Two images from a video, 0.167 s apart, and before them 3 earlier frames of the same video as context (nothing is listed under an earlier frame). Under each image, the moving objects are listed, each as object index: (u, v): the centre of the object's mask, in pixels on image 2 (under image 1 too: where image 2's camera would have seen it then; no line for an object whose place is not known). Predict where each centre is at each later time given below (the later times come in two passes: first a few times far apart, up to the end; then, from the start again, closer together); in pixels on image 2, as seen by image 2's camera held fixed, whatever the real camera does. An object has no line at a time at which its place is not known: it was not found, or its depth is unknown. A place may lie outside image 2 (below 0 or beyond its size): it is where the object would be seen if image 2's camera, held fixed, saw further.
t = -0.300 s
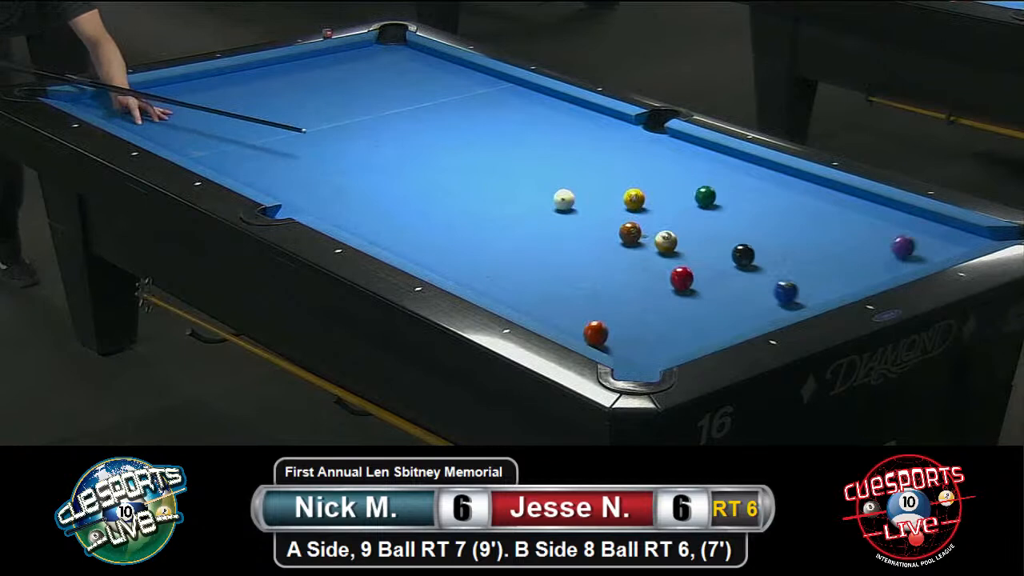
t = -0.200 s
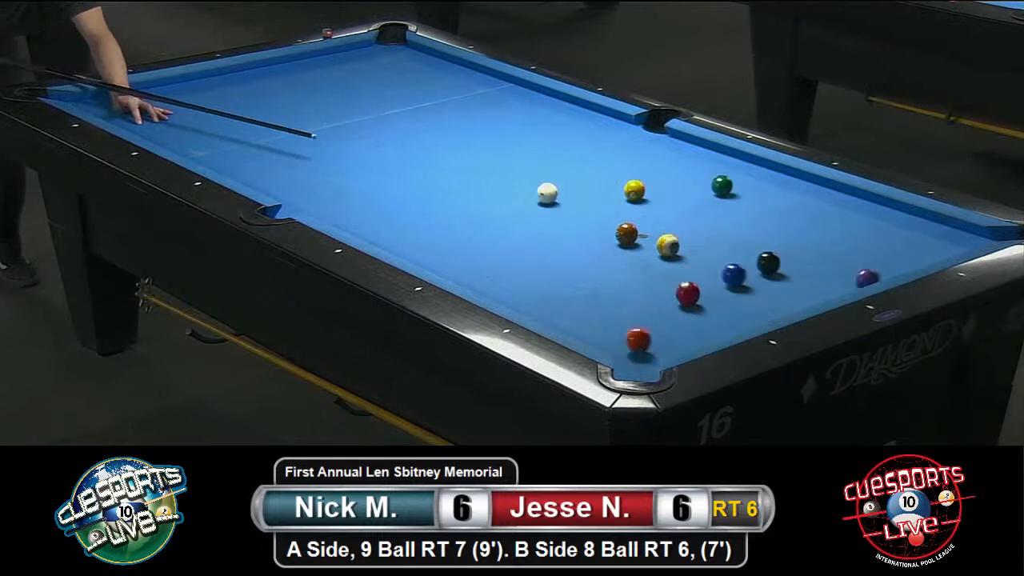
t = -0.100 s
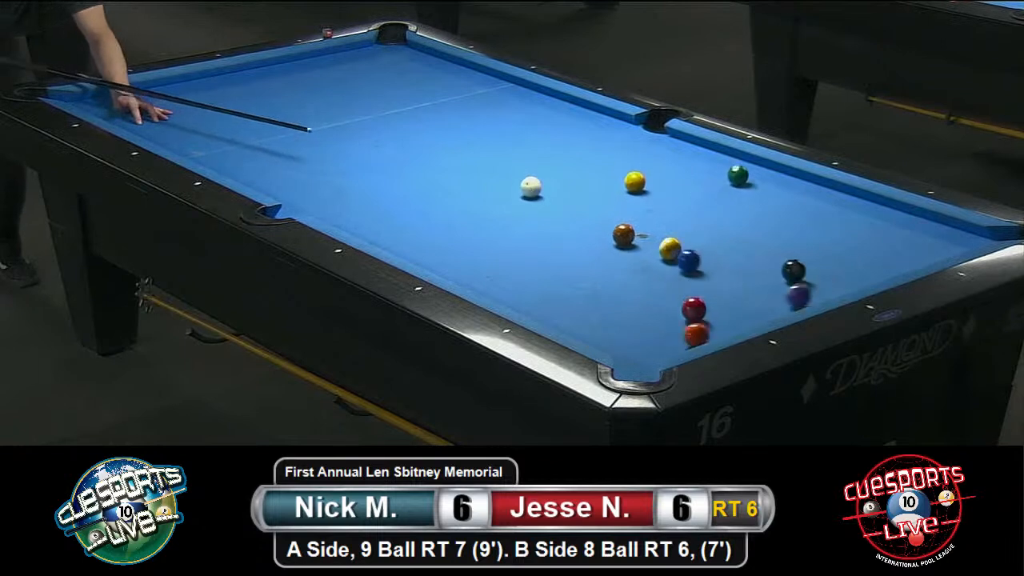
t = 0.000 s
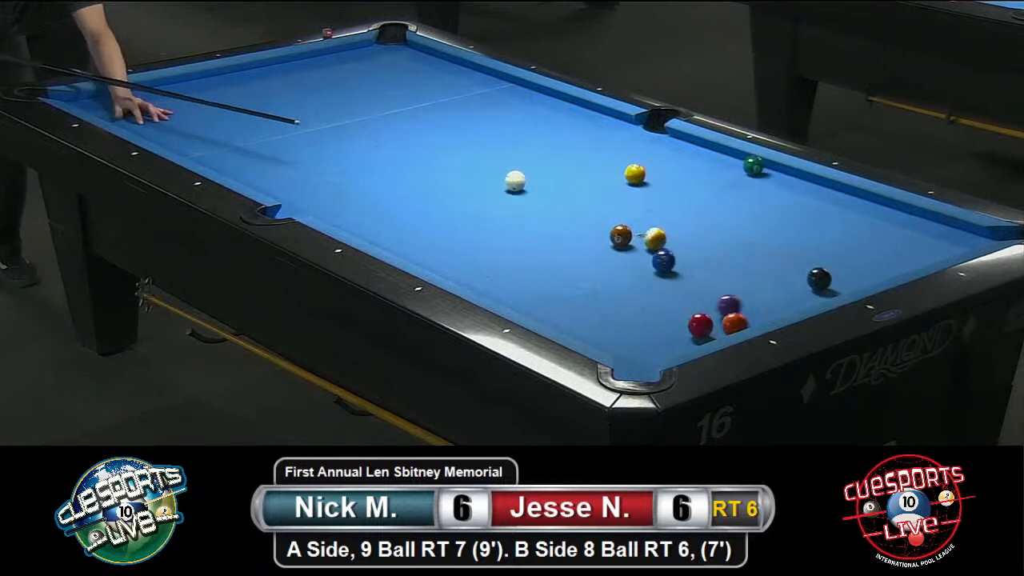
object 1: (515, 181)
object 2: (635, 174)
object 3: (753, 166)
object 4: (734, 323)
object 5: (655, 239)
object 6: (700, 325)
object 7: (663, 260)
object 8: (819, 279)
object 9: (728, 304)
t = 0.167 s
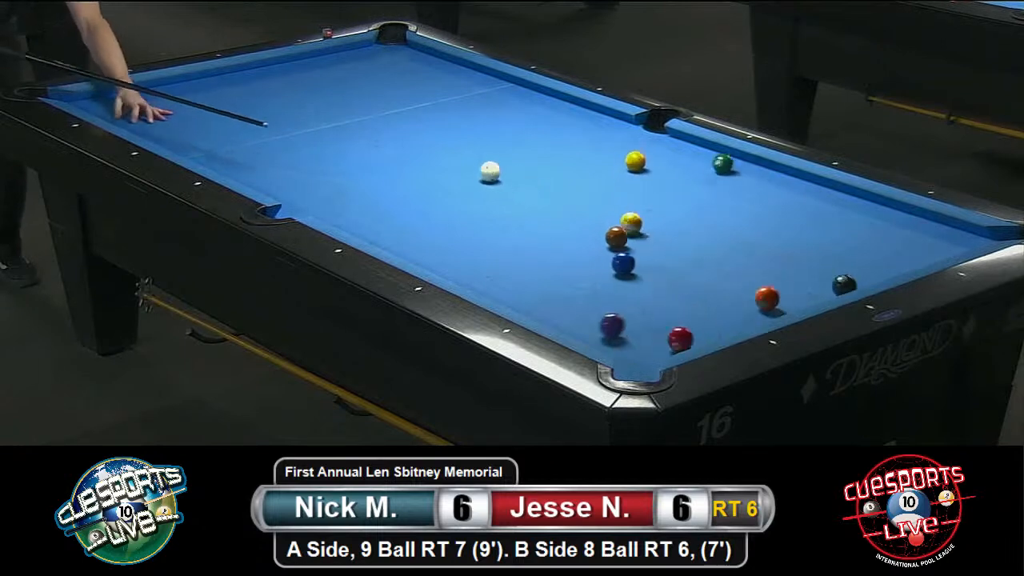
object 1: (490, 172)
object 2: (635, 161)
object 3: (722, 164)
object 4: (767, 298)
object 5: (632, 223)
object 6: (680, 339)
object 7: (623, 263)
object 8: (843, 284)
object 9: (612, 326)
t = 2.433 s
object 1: (254, 77)
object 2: (656, 149)
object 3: (311, 107)
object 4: (391, 163)
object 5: (338, 162)
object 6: (534, 197)
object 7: (482, 214)
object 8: (804, 245)
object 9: (412, 64)
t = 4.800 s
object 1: (297, 95)
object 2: (656, 155)
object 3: (219, 100)
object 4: (159, 135)
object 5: (205, 117)
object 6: (511, 116)
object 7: (522, 175)
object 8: (802, 244)
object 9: (368, 104)
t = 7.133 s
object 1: (307, 99)
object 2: (656, 155)
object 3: (258, 111)
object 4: (159, 127)
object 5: (202, 109)
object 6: (506, 92)
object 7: (524, 173)
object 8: (802, 244)
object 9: (397, 142)
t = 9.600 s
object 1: (307, 99)
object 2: (656, 155)
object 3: (257, 110)
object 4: (159, 127)
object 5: (202, 109)
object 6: (506, 92)
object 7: (524, 173)
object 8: (802, 244)
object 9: (401, 146)
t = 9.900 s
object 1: (307, 99)
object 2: (656, 155)
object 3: (258, 110)
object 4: (159, 127)
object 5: (202, 109)
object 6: (506, 91)
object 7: (524, 173)
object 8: (802, 244)
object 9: (402, 146)
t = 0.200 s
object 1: (485, 170)
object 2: (635, 159)
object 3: (714, 164)
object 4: (773, 293)
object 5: (627, 221)
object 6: (670, 340)
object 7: (615, 263)
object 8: (839, 284)
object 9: (588, 330)
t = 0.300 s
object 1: (471, 164)
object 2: (636, 152)
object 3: (688, 165)
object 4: (791, 278)
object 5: (614, 213)
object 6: (638, 338)
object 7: (591, 264)
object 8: (826, 279)
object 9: (573, 315)
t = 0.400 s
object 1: (457, 159)
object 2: (636, 145)
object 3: (663, 165)
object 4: (802, 261)
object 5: (601, 205)
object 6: (607, 337)
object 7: (567, 264)
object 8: (821, 275)
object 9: (580, 291)
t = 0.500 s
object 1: (443, 154)
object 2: (636, 138)
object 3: (638, 166)
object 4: (810, 246)
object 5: (589, 197)
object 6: (578, 333)
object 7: (543, 265)
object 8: (819, 273)
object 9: (582, 271)
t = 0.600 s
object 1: (430, 149)
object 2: (636, 132)
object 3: (613, 166)
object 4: (817, 230)
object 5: (578, 190)
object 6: (573, 326)
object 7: (520, 266)
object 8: (818, 270)
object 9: (584, 252)
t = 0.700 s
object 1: (418, 144)
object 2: (636, 125)
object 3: (589, 167)
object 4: (824, 216)
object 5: (567, 184)
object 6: (570, 318)
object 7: (497, 266)
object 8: (817, 268)
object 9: (580, 235)
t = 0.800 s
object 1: (406, 139)
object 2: (637, 120)
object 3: (567, 165)
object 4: (831, 202)
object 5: (556, 176)
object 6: (567, 309)
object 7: (474, 267)
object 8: (816, 265)
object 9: (571, 219)
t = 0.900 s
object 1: (394, 134)
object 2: (643, 123)
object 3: (547, 160)
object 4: (836, 189)
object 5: (542, 174)
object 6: (565, 300)
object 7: (452, 268)
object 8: (815, 263)
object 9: (563, 204)
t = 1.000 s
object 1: (383, 130)
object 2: (649, 125)
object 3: (527, 156)
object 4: (807, 186)
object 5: (526, 173)
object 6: (562, 291)
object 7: (431, 265)
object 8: (814, 261)
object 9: (556, 189)
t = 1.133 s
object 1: (368, 124)
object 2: (655, 129)
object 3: (503, 153)
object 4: (764, 184)
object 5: (506, 171)
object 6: (559, 281)
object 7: (434, 262)
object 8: (812, 259)
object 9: (546, 171)
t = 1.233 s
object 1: (358, 120)
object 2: (655, 131)
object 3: (486, 150)
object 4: (731, 183)
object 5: (491, 171)
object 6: (557, 273)
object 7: (439, 258)
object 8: (811, 257)
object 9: (539, 158)
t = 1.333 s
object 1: (347, 116)
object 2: (655, 133)
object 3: (470, 146)
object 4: (700, 181)
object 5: (476, 170)
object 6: (554, 265)
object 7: (443, 253)
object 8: (810, 255)
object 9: (533, 145)
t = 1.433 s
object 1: (338, 112)
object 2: (655, 135)
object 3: (453, 142)
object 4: (670, 179)
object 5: (462, 169)
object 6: (552, 258)
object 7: (447, 249)
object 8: (809, 254)
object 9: (526, 133)
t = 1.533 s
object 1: (328, 108)
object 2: (655, 137)
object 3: (437, 138)
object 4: (640, 178)
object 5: (448, 168)
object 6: (550, 251)
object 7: (451, 245)
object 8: (809, 252)
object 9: (520, 122)
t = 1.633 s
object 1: (319, 104)
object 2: (655, 138)
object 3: (422, 134)
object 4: (610, 176)
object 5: (435, 168)
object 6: (548, 244)
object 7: (455, 241)
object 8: (808, 251)
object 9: (514, 111)
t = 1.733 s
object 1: (310, 100)
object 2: (655, 140)
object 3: (407, 131)
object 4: (581, 174)
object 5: (421, 167)
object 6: (546, 237)
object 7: (459, 237)
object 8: (807, 249)
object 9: (509, 100)
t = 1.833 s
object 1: (301, 96)
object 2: (655, 142)
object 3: (392, 127)
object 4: (553, 173)
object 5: (409, 166)
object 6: (544, 231)
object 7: (463, 233)
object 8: (807, 248)
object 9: (503, 90)
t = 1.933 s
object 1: (293, 93)
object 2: (656, 143)
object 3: (378, 123)
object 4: (525, 171)
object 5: (396, 165)
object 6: (542, 225)
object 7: (466, 229)
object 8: (806, 248)
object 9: (499, 81)
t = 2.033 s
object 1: (284, 90)
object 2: (656, 145)
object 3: (364, 120)
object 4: (497, 170)
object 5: (384, 165)
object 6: (540, 219)
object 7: (470, 226)
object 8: (806, 247)
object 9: (487, 74)
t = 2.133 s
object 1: (276, 86)
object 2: (656, 146)
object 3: (350, 117)
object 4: (470, 168)
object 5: (372, 164)
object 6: (538, 213)
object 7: (473, 223)
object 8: (806, 246)
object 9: (467, 71)
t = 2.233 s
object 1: (268, 83)
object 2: (656, 147)
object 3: (337, 113)
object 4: (444, 167)
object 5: (360, 164)
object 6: (537, 208)
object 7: (476, 219)
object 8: (805, 245)
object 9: (449, 68)
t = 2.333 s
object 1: (261, 80)
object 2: (656, 148)
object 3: (324, 110)
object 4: (417, 165)
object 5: (349, 163)
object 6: (535, 203)
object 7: (479, 217)
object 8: (805, 245)
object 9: (430, 66)
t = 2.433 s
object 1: (254, 77)
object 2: (656, 149)
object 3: (311, 107)
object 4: (391, 163)
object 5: (338, 162)
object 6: (534, 197)
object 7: (482, 214)
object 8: (804, 245)
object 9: (412, 64)
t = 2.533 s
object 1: (246, 74)
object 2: (656, 150)
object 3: (299, 104)
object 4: (366, 162)
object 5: (328, 162)
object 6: (532, 192)
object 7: (485, 211)
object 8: (803, 244)
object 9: (395, 60)
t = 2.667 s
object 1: (238, 70)
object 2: (657, 151)
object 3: (283, 100)
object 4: (334, 160)
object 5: (312, 160)
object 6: (530, 186)
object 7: (488, 207)
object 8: (803, 244)
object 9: (372, 57)
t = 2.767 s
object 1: (236, 69)
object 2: (657, 152)
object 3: (272, 97)
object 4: (321, 158)
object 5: (291, 159)
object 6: (529, 182)
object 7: (491, 205)
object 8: (802, 244)
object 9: (355, 54)
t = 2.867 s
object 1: (240, 71)
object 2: (657, 153)
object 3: (260, 94)
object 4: (308, 157)
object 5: (272, 159)
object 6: (528, 177)
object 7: (493, 202)
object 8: (802, 244)
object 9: (340, 52)
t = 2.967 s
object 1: (245, 72)
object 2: (657, 153)
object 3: (250, 91)
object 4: (296, 156)
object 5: (253, 158)
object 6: (527, 173)
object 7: (495, 200)
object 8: (802, 244)
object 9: (331, 52)
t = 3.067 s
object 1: (249, 74)
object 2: (656, 154)
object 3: (238, 88)
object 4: (283, 155)
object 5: (234, 157)
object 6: (525, 169)
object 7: (498, 198)
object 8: (802, 244)
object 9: (334, 54)
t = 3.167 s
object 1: (253, 76)
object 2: (656, 154)
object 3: (228, 86)
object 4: (271, 154)
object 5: (216, 156)
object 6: (524, 165)
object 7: (500, 196)
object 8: (802, 244)
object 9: (336, 58)
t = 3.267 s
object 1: (257, 77)
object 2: (656, 155)
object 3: (218, 84)
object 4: (260, 153)
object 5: (198, 154)
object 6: (523, 161)
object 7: (502, 194)
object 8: (802, 244)
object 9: (338, 61)
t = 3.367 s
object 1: (260, 79)
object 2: (656, 155)
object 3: (208, 82)
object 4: (248, 152)
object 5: (184, 151)
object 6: (522, 158)
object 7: (504, 192)
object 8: (802, 244)
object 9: (340, 64)
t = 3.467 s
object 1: (264, 80)
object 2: (656, 155)
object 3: (199, 79)
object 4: (238, 151)
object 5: (185, 149)
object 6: (521, 154)
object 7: (505, 190)
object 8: (802, 244)
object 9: (343, 68)
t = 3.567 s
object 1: (267, 82)
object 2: (656, 155)
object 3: (191, 77)
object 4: (227, 150)
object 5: (187, 147)
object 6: (520, 150)
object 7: (507, 188)
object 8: (802, 244)
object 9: (344, 70)
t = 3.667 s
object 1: (271, 83)
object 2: (656, 155)
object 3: (194, 79)
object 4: (216, 149)
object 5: (187, 145)
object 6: (518, 147)
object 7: (509, 187)
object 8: (802, 244)
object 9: (346, 74)
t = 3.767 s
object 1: (273, 84)
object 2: (656, 155)
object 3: (197, 81)
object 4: (206, 147)
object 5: (189, 141)
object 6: (518, 143)
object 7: (510, 185)
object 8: (802, 244)
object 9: (348, 76)
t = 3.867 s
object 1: (277, 86)
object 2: (656, 155)
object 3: (200, 83)
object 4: (196, 146)
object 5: (190, 134)
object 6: (517, 140)
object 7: (512, 184)
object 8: (802, 244)
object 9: (350, 79)
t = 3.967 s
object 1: (280, 86)
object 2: (656, 155)
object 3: (202, 86)
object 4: (187, 145)
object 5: (195, 133)
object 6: (516, 137)
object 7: (514, 183)
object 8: (802, 244)
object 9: (353, 82)
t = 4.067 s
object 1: (282, 88)
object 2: (656, 155)
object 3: (204, 87)
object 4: (178, 144)
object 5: (195, 133)
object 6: (516, 134)
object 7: (515, 181)
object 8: (802, 244)
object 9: (354, 84)
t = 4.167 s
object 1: (285, 89)
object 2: (656, 155)
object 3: (207, 90)
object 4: (169, 142)
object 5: (197, 131)
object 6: (515, 132)
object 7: (516, 180)
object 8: (802, 244)
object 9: (356, 87)
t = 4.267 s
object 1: (287, 90)
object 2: (656, 155)
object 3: (209, 91)
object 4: (162, 140)
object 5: (198, 128)
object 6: (514, 129)
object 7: (517, 179)
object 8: (802, 244)
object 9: (358, 90)
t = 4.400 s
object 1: (290, 91)
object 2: (656, 155)
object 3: (212, 94)
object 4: (159, 138)
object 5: (200, 125)
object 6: (513, 126)
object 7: (519, 178)
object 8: (802, 244)
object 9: (361, 94)
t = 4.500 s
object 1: (292, 92)
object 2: (656, 155)
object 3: (214, 95)
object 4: (158, 137)
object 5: (201, 123)
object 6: (513, 123)
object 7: (520, 177)
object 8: (802, 244)
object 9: (363, 96)
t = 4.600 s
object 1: (294, 93)
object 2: (656, 155)
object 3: (216, 97)
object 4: (158, 137)
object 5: (203, 121)
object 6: (512, 121)
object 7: (520, 176)
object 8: (802, 244)
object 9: (365, 99)
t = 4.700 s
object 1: (296, 94)
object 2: (656, 155)
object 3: (218, 99)
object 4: (158, 136)
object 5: (204, 119)
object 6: (512, 118)
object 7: (521, 175)
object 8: (802, 244)
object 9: (366, 101)
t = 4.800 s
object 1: (297, 95)
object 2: (656, 155)
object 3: (219, 100)
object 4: (159, 135)
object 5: (205, 117)
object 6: (511, 116)
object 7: (522, 175)
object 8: (802, 244)
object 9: (368, 104)
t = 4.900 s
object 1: (298, 95)
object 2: (656, 155)
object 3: (221, 102)
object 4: (158, 134)
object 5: (207, 115)
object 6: (510, 114)
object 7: (522, 174)
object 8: (802, 244)
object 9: (369, 106)
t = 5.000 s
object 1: (300, 96)
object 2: (656, 155)
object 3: (223, 103)
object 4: (158, 133)
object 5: (208, 114)
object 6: (510, 112)
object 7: (522, 174)
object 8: (802, 244)
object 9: (371, 109)
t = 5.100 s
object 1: (301, 97)
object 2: (656, 155)
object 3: (224, 104)
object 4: (158, 132)
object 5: (209, 112)
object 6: (509, 111)
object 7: (523, 173)
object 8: (802, 244)
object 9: (373, 110)
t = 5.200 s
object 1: (302, 98)
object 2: (656, 155)
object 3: (226, 106)
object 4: (158, 132)
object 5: (210, 111)
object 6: (509, 109)
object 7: (523, 173)
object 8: (802, 244)
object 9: (375, 112)
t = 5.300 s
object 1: (303, 98)
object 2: (656, 155)
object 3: (228, 107)
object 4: (158, 131)
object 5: (210, 110)
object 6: (509, 107)
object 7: (524, 173)
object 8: (802, 244)
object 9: (376, 115)
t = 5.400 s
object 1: (304, 98)
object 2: (656, 155)
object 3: (232, 107)
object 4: (158, 130)
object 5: (208, 110)
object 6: (509, 106)
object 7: (524, 173)
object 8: (802, 245)
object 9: (378, 118)
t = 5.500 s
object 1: (304, 99)
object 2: (656, 155)
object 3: (235, 108)
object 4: (158, 130)
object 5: (206, 109)
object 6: (508, 104)
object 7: (524, 173)
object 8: (802, 245)
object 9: (379, 119)
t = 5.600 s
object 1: (305, 99)
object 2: (656, 155)
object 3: (239, 108)
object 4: (158, 129)
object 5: (205, 109)
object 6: (508, 103)
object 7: (524, 173)
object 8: (802, 244)
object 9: (380, 121)
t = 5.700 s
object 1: (306, 99)
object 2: (656, 155)
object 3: (242, 108)
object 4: (159, 128)
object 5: (203, 109)
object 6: (508, 101)
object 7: (524, 173)
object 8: (802, 244)
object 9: (382, 123)
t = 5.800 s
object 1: (306, 99)
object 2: (656, 155)
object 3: (245, 109)
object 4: (159, 128)
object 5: (203, 109)
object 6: (508, 100)
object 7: (524, 173)
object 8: (802, 244)
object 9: (383, 125)
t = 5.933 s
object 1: (307, 100)
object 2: (656, 155)
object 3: (248, 109)
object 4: (159, 127)
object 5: (202, 109)
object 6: (508, 99)
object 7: (524, 173)
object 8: (803, 244)
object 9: (385, 127)
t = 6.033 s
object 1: (307, 99)
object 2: (656, 155)
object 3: (250, 109)
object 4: (159, 127)
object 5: (202, 109)
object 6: (508, 98)
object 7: (524, 173)
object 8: (802, 244)
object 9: (386, 129)
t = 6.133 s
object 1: (307, 100)
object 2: (656, 155)
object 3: (252, 110)
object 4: (159, 127)
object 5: (201, 109)
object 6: (508, 97)
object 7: (524, 173)
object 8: (802, 244)
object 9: (387, 131)
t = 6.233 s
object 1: (307, 100)
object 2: (656, 155)
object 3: (254, 110)
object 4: (159, 127)
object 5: (202, 109)
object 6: (507, 96)
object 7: (524, 173)
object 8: (802, 244)
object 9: (389, 132)
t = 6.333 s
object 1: (307, 99)
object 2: (656, 155)
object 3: (255, 110)
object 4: (159, 127)
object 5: (202, 109)
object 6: (507, 95)
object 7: (524, 173)
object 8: (802, 245)
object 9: (390, 134)
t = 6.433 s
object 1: (307, 99)
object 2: (656, 155)
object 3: (256, 110)
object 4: (159, 127)
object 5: (202, 109)
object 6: (507, 95)
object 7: (524, 173)
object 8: (802, 245)
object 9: (390, 135)
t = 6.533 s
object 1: (307, 100)
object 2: (656, 155)
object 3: (257, 110)
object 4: (159, 127)
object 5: (202, 109)
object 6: (507, 94)
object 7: (524, 173)
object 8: (802, 244)
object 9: (392, 136)
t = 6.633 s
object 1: (307, 99)
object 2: (656, 155)
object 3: (258, 110)
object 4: (159, 127)
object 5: (202, 109)
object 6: (507, 93)
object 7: (524, 173)
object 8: (802, 244)
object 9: (392, 137)
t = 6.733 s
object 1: (307, 99)
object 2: (656, 155)
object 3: (258, 110)
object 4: (159, 127)
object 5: (202, 109)
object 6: (507, 93)
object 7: (524, 173)
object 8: (802, 244)
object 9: (394, 139)
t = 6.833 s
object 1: (307, 99)
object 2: (656, 155)
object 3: (258, 111)
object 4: (159, 127)
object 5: (202, 109)
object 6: (507, 92)
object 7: (524, 173)
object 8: (802, 244)
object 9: (395, 140)
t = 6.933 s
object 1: (307, 99)
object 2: (656, 155)
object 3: (258, 111)
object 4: (159, 127)
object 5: (202, 109)
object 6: (507, 92)
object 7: (524, 173)
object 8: (802, 244)
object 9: (396, 141)
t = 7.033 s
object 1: (307, 99)
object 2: (656, 155)
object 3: (258, 111)
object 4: (159, 127)
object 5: (202, 109)
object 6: (507, 92)
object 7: (524, 173)
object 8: (802, 244)
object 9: (396, 142)
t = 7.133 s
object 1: (307, 99)
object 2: (656, 155)
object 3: (258, 111)
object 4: (159, 127)
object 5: (202, 109)
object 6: (506, 92)
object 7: (524, 173)
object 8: (802, 244)
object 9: (397, 142)
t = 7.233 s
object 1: (307, 99)
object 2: (656, 155)
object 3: (258, 111)
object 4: (159, 127)
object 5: (202, 109)
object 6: (506, 92)
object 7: (524, 173)
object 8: (802, 244)
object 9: (398, 143)
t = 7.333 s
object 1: (307, 99)
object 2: (656, 155)
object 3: (258, 111)
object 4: (159, 127)
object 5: (202, 109)
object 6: (506, 92)
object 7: (524, 173)
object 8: (802, 244)
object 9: (398, 144)
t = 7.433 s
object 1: (307, 99)
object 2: (656, 155)
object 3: (258, 111)
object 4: (159, 127)
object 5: (202, 109)
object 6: (506, 92)
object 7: (524, 173)
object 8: (802, 244)
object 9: (399, 144)
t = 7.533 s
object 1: (307, 99)
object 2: (656, 155)
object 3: (258, 111)
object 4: (159, 127)
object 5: (202, 109)
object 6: (506, 92)
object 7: (524, 173)
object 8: (802, 244)
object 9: (399, 145)
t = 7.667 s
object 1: (307, 99)
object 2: (656, 155)
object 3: (257, 110)
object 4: (159, 127)
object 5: (202, 109)
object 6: (506, 92)
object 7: (524, 173)
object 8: (802, 244)
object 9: (400, 145)
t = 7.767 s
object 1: (307, 99)
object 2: (656, 155)
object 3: (257, 110)
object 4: (159, 127)
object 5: (202, 109)
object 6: (506, 92)
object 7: (524, 173)
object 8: (802, 244)
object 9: (400, 146)
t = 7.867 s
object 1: (307, 99)
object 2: (656, 155)
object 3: (257, 110)
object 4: (159, 127)
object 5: (202, 109)
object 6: (506, 92)
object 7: (524, 173)
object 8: (802, 244)
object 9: (400, 146)
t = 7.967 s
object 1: (307, 99)
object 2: (656, 155)
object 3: (257, 110)
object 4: (159, 127)
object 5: (202, 109)
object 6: (506, 92)
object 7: (524, 173)
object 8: (802, 244)
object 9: (401, 146)
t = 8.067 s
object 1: (307, 99)
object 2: (656, 155)
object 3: (257, 110)
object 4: (159, 127)
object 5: (202, 109)
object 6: (506, 92)
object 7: (524, 173)
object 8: (802, 244)
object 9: (401, 146)
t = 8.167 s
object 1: (307, 99)
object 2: (656, 155)
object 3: (258, 110)
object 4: (159, 127)
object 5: (202, 109)
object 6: (506, 92)
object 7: (524, 173)
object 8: (802, 244)
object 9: (401, 146)
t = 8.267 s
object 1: (307, 99)
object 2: (656, 155)
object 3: (258, 110)
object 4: (159, 127)
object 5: (202, 109)
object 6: (506, 92)
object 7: (524, 173)
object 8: (802, 244)
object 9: (401, 146)
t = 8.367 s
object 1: (307, 99)
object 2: (656, 155)
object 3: (258, 111)
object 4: (159, 128)
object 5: (202, 109)
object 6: (506, 92)
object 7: (524, 173)
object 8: (802, 244)
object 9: (402, 146)
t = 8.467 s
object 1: (307, 99)
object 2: (656, 155)
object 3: (258, 110)
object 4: (159, 127)
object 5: (202, 109)
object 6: (506, 92)
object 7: (524, 173)
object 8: (802, 244)
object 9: (402, 146)
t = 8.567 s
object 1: (307, 99)
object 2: (656, 155)
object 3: (258, 110)
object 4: (159, 127)
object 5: (202, 109)
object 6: (506, 92)
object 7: (524, 173)
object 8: (802, 244)
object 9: (402, 146)
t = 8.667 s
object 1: (307, 99)
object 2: (656, 155)
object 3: (257, 110)
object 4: (159, 127)
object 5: (202, 109)
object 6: (506, 92)
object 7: (524, 173)
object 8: (802, 244)
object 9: (402, 146)
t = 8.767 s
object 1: (307, 99)
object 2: (656, 155)
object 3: (257, 110)
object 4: (159, 127)
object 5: (202, 109)
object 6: (506, 92)
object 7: (524, 173)
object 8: (802, 244)
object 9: (401, 146)
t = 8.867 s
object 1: (307, 99)
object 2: (656, 155)
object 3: (257, 110)
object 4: (159, 127)
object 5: (202, 109)
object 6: (506, 92)
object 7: (524, 173)
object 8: (802, 244)
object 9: (401, 146)
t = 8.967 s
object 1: (307, 99)
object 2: (656, 155)
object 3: (257, 110)
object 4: (159, 127)
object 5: (202, 109)
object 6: (506, 92)
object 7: (524, 173)
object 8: (802, 244)
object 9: (401, 146)
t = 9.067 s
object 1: (307, 99)
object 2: (656, 155)
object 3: (257, 110)
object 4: (159, 127)
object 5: (202, 109)
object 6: (506, 92)
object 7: (524, 173)
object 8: (802, 244)
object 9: (401, 147)
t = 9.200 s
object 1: (307, 99)
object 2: (656, 155)
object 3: (258, 110)
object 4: (159, 127)
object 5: (202, 109)
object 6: (506, 92)
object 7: (524, 173)
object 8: (802, 244)
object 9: (401, 147)
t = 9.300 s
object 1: (307, 99)
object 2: (656, 155)
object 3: (257, 111)
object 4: (159, 127)
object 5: (202, 109)
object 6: (506, 92)
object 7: (524, 173)
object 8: (802, 244)
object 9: (401, 147)
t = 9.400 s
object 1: (307, 99)
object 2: (656, 155)
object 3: (258, 111)
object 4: (159, 127)
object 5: (202, 109)
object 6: (506, 92)
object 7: (524, 173)
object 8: (802, 244)
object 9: (401, 147)
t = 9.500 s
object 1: (307, 99)
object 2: (656, 155)
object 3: (258, 110)
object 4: (159, 127)
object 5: (202, 109)
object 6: (506, 92)
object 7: (524, 173)
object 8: (802, 244)
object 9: (401, 146)
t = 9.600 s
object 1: (307, 99)
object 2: (656, 155)
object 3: (257, 110)
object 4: (159, 127)
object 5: (202, 109)
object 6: (506, 92)
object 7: (524, 173)
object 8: (802, 244)
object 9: (401, 146)
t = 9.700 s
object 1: (307, 99)
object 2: (656, 155)
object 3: (258, 110)
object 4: (159, 127)
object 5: (202, 109)
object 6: (506, 91)
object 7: (524, 173)
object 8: (802, 244)
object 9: (402, 146)
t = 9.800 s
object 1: (307, 99)
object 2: (656, 155)
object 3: (258, 110)
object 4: (159, 127)
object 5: (202, 109)
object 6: (506, 91)
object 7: (524, 173)
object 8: (802, 244)
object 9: (402, 146)
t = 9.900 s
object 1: (307, 99)
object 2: (656, 155)
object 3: (258, 110)
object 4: (159, 127)
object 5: (202, 109)
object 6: (506, 91)
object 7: (524, 173)
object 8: (802, 244)
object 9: (402, 146)
